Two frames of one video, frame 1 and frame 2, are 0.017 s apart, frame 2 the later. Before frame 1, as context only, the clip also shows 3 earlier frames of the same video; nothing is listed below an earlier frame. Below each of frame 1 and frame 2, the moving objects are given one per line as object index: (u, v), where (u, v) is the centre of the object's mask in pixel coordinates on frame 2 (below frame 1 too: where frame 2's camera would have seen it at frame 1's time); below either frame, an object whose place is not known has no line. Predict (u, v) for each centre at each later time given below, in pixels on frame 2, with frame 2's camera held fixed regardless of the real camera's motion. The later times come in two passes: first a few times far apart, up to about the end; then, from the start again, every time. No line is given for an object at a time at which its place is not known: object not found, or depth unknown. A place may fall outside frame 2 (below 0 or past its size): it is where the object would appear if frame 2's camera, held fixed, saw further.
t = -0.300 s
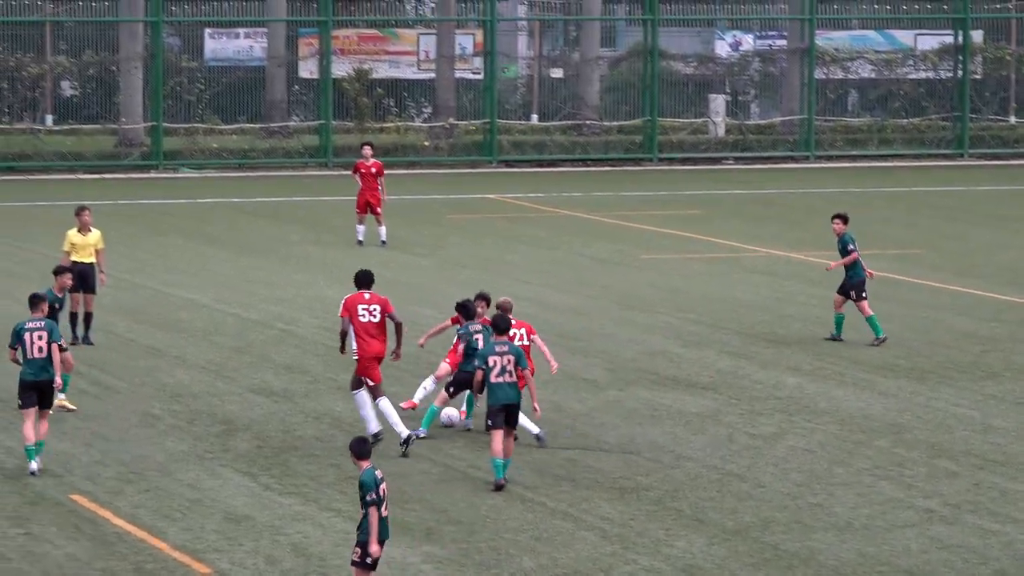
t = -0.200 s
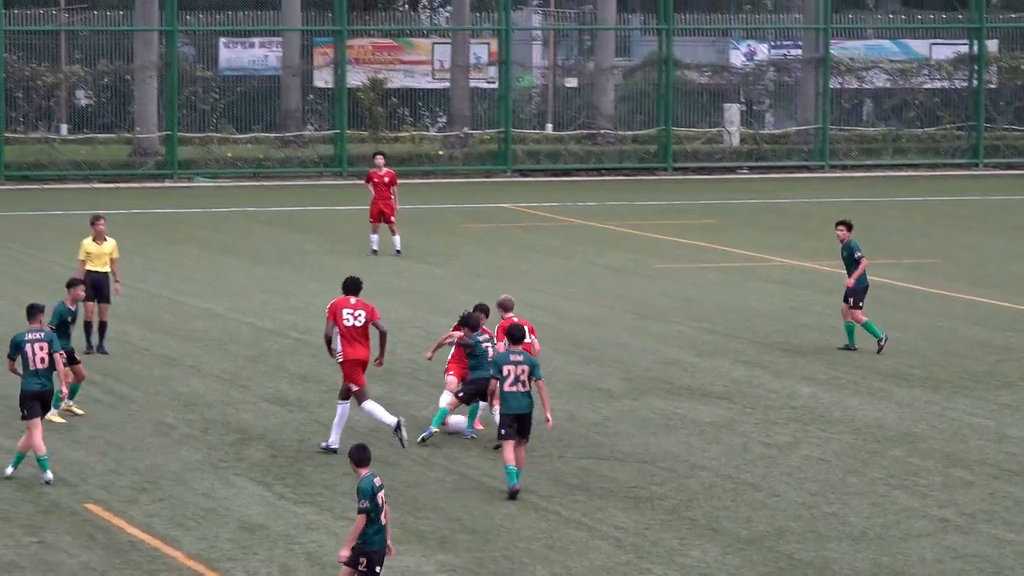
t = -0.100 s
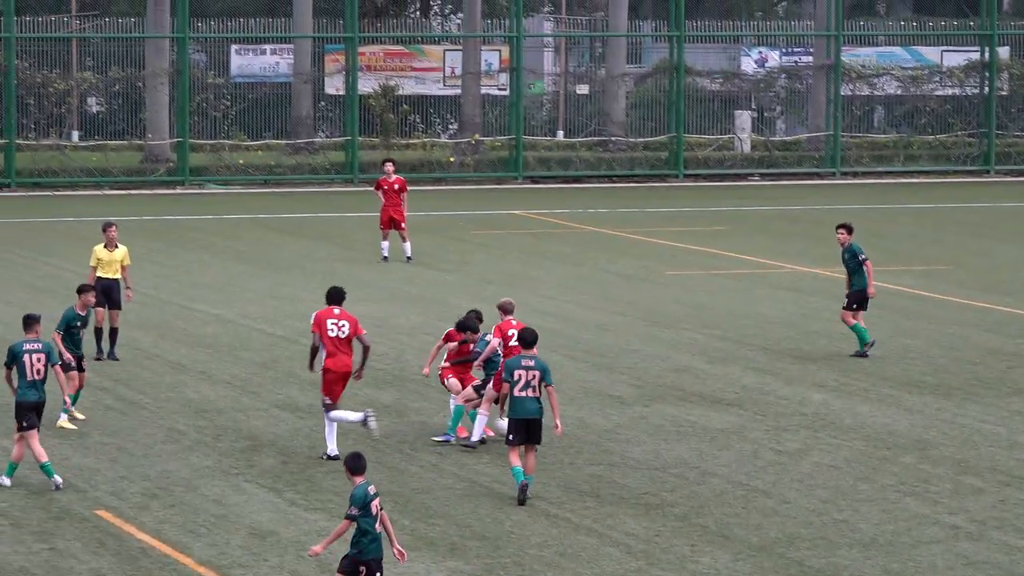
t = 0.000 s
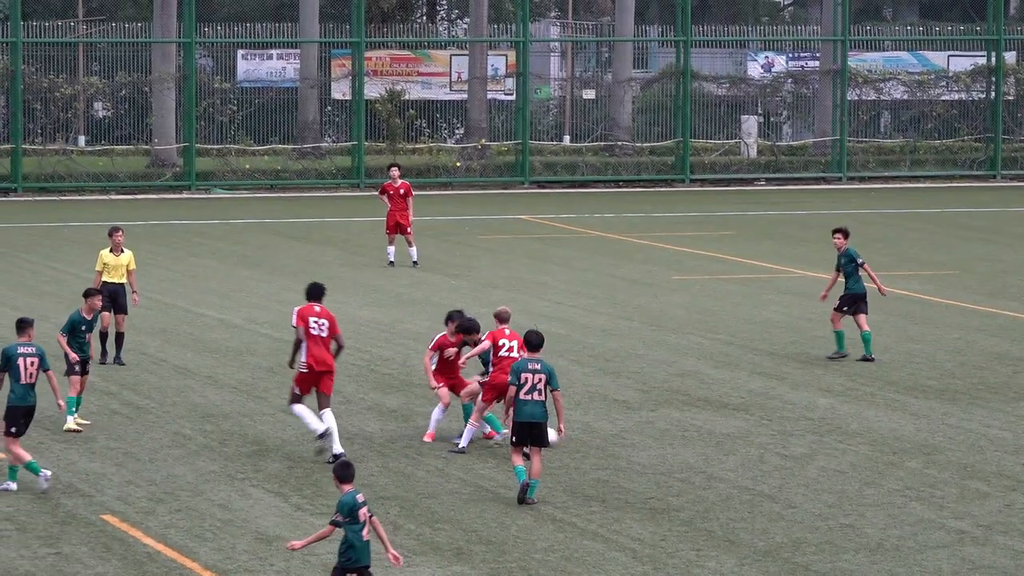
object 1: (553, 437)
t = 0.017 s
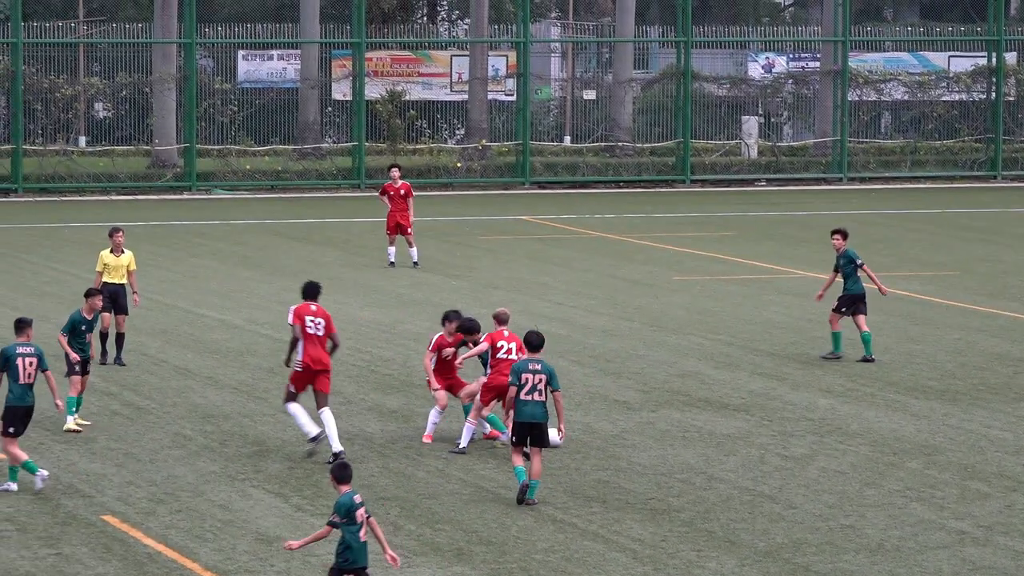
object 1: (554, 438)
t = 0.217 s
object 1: (608, 438)
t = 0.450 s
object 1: (669, 439)
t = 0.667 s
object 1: (725, 440)
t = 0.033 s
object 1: (558, 438)
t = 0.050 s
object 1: (562, 437)
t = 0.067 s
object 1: (568, 436)
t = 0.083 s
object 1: (572, 435)
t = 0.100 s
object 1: (576, 435)
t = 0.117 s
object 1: (580, 435)
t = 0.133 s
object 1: (585, 435)
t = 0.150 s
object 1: (590, 436)
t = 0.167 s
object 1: (595, 437)
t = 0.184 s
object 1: (599, 438)
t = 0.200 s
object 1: (604, 438)
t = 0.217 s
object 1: (608, 438)
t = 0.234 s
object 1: (613, 437)
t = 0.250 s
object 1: (617, 437)
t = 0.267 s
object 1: (622, 436)
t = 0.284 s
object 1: (626, 436)
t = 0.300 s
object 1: (630, 437)
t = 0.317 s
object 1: (635, 437)
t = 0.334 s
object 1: (639, 438)
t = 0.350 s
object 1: (644, 439)
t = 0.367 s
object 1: (648, 439)
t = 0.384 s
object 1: (652, 439)
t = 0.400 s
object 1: (657, 438)
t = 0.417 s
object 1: (661, 438)
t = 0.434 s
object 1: (665, 438)
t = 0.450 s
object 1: (669, 439)
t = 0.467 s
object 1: (674, 439)
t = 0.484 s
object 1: (678, 439)
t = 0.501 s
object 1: (682, 439)
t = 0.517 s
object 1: (687, 439)
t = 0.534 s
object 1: (691, 439)
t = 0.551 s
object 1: (695, 439)
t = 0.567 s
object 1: (700, 440)
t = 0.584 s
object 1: (704, 440)
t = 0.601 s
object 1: (708, 439)
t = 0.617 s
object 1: (712, 439)
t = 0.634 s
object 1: (716, 439)
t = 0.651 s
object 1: (721, 439)
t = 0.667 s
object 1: (725, 440)
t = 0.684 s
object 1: (729, 440)
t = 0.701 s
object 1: (733, 440)
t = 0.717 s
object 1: (737, 439)
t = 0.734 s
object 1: (741, 439)
